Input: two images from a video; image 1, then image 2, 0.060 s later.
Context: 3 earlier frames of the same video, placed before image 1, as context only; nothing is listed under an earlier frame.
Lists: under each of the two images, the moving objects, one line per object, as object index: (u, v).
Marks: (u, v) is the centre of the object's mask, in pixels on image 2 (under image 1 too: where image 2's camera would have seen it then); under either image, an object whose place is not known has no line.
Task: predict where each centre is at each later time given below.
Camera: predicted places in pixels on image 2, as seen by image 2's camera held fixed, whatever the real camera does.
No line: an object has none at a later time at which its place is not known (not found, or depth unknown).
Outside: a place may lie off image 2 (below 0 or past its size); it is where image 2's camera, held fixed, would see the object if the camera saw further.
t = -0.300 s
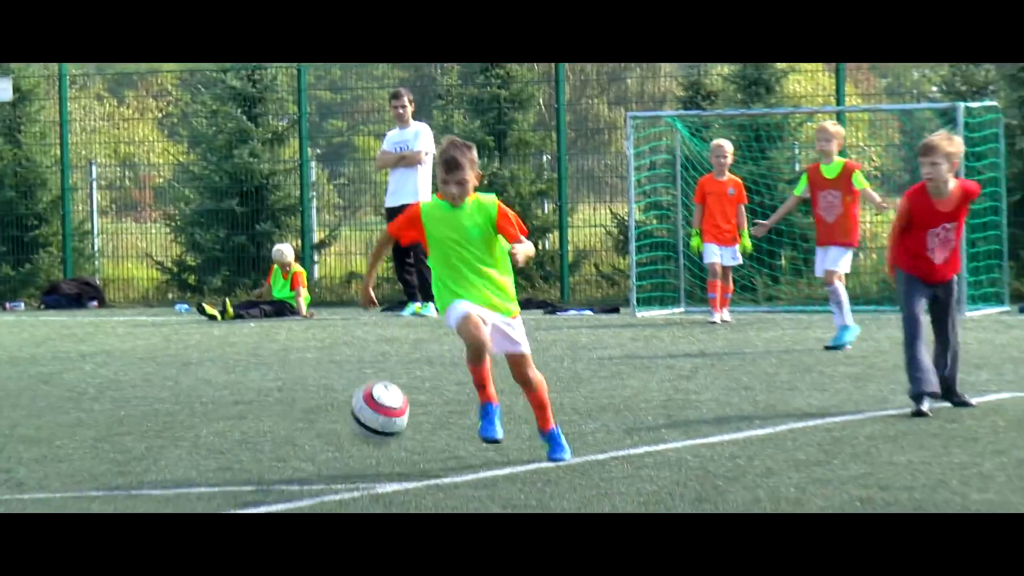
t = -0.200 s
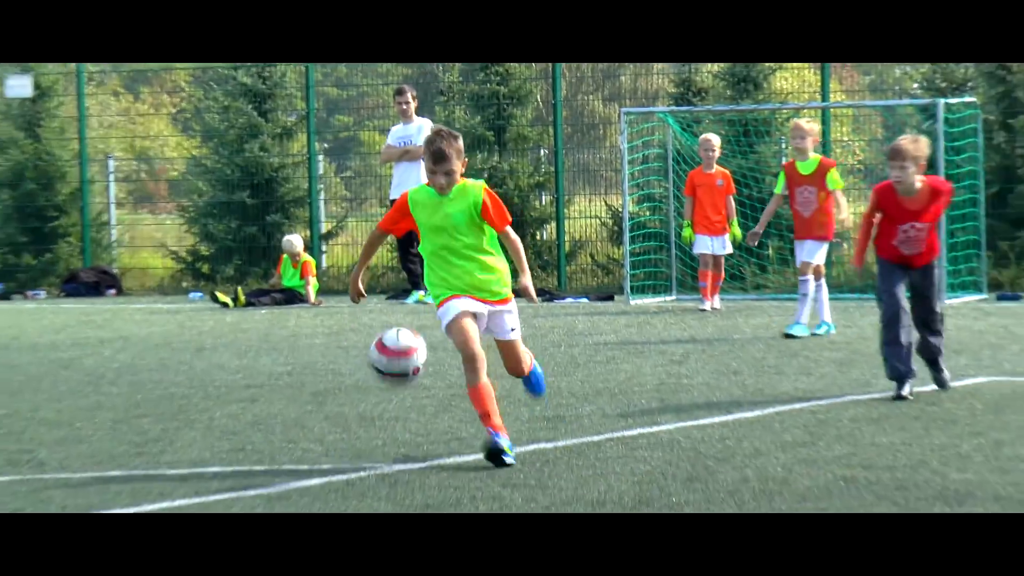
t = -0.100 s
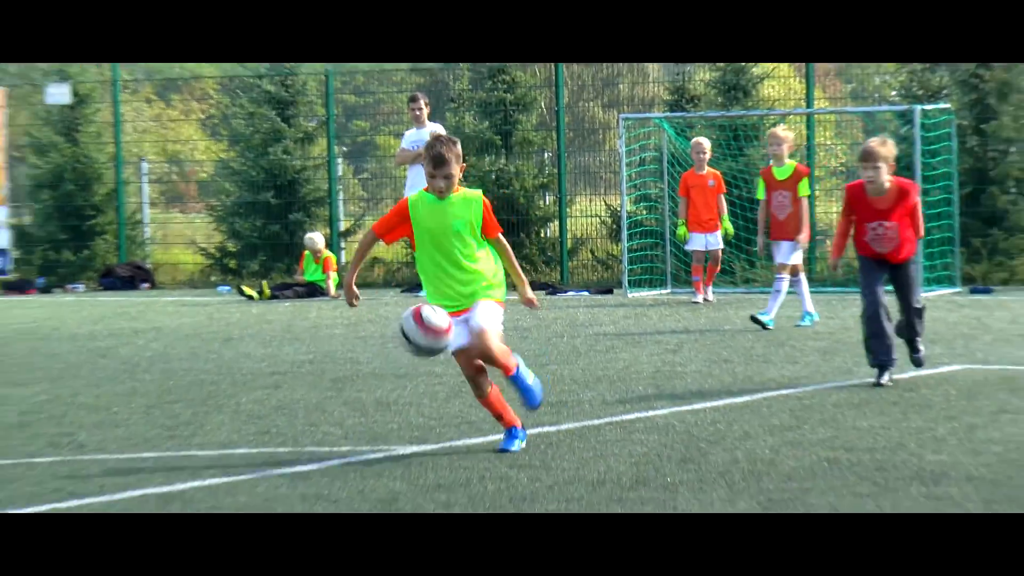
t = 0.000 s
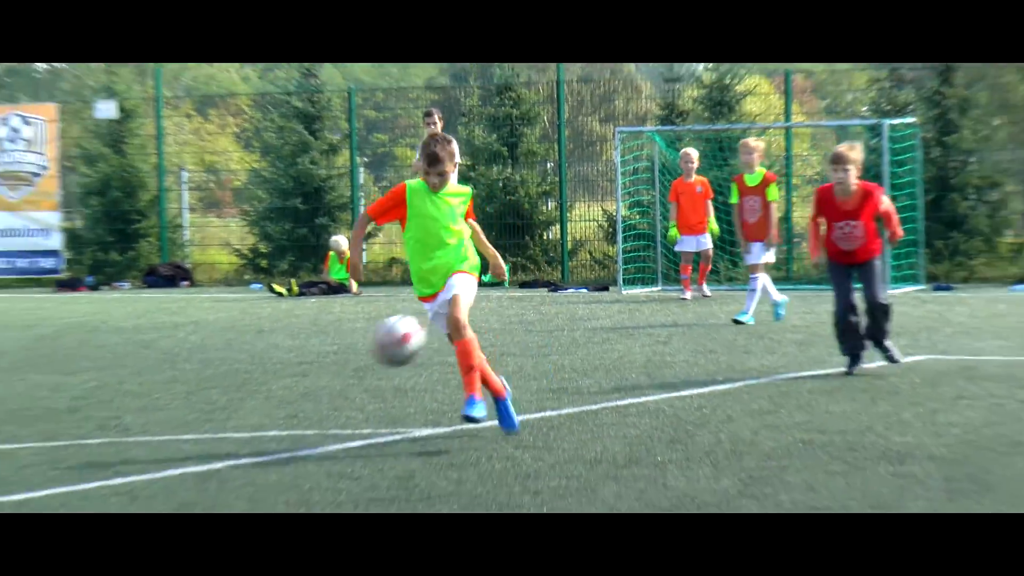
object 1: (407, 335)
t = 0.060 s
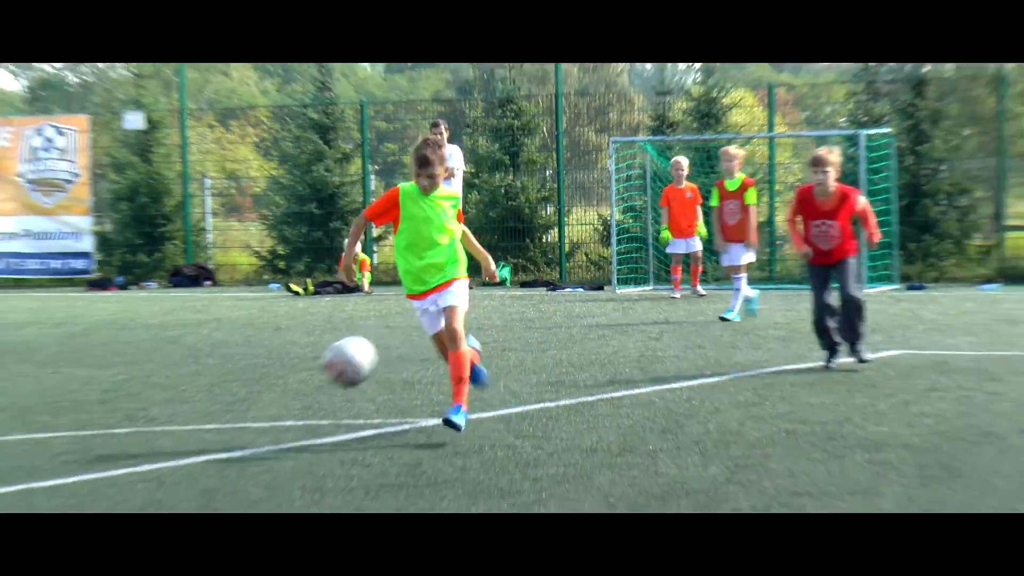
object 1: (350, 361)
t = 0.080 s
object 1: (331, 373)
